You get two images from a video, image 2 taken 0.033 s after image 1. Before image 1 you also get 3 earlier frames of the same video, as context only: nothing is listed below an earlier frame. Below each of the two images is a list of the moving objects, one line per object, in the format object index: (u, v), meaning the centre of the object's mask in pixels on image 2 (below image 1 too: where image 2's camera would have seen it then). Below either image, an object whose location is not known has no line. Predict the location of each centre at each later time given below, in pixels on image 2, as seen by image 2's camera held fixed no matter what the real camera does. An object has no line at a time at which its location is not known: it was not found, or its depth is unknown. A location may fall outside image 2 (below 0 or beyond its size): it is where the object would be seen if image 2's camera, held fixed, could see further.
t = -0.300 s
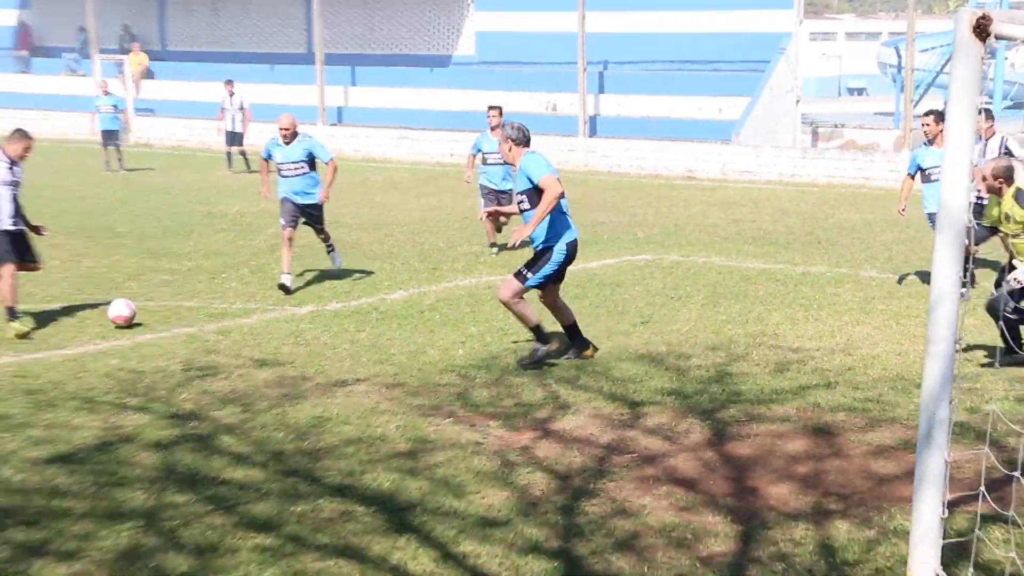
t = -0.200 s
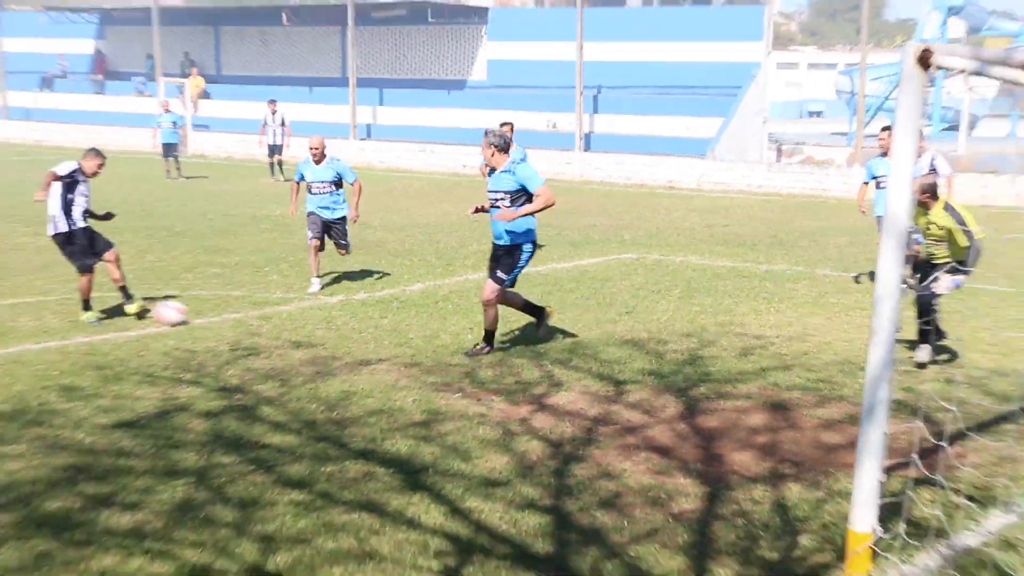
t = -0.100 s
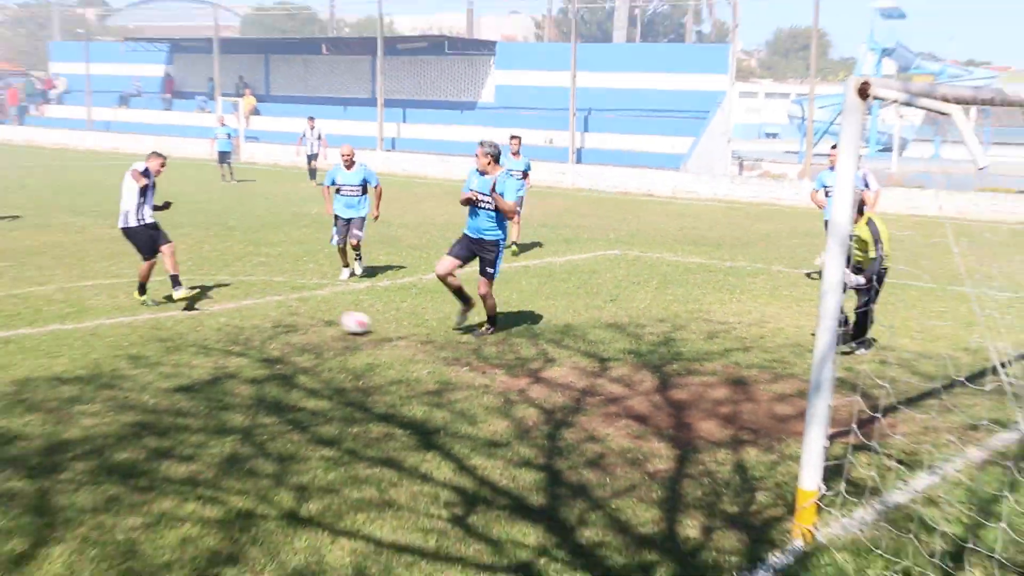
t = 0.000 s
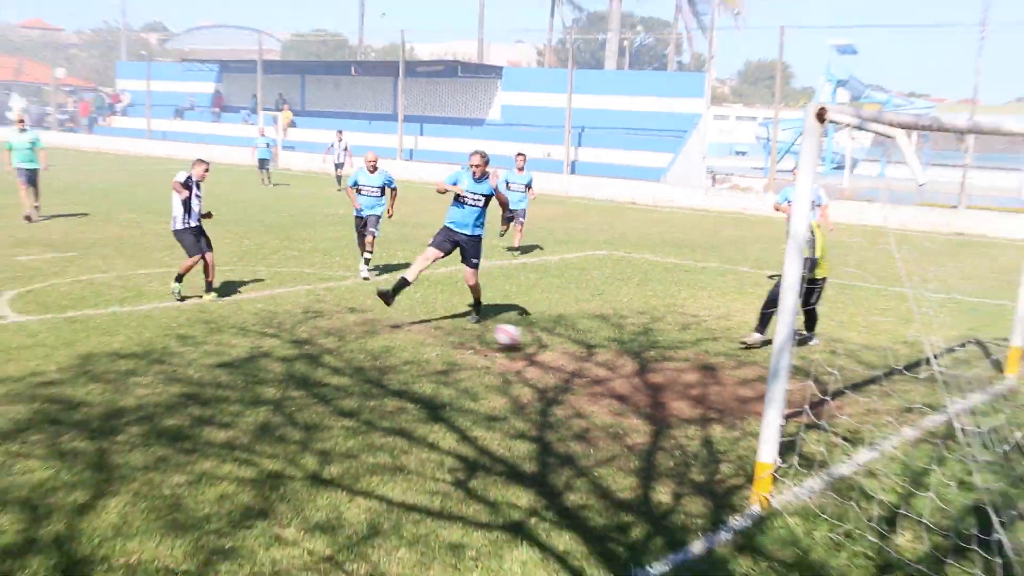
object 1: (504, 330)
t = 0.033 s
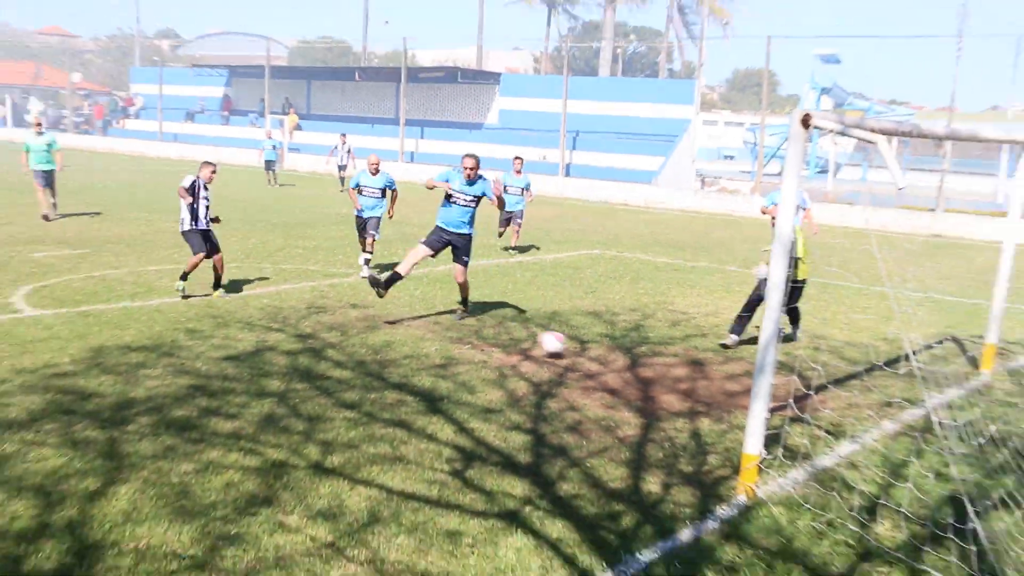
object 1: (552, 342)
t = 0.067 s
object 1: (604, 357)
